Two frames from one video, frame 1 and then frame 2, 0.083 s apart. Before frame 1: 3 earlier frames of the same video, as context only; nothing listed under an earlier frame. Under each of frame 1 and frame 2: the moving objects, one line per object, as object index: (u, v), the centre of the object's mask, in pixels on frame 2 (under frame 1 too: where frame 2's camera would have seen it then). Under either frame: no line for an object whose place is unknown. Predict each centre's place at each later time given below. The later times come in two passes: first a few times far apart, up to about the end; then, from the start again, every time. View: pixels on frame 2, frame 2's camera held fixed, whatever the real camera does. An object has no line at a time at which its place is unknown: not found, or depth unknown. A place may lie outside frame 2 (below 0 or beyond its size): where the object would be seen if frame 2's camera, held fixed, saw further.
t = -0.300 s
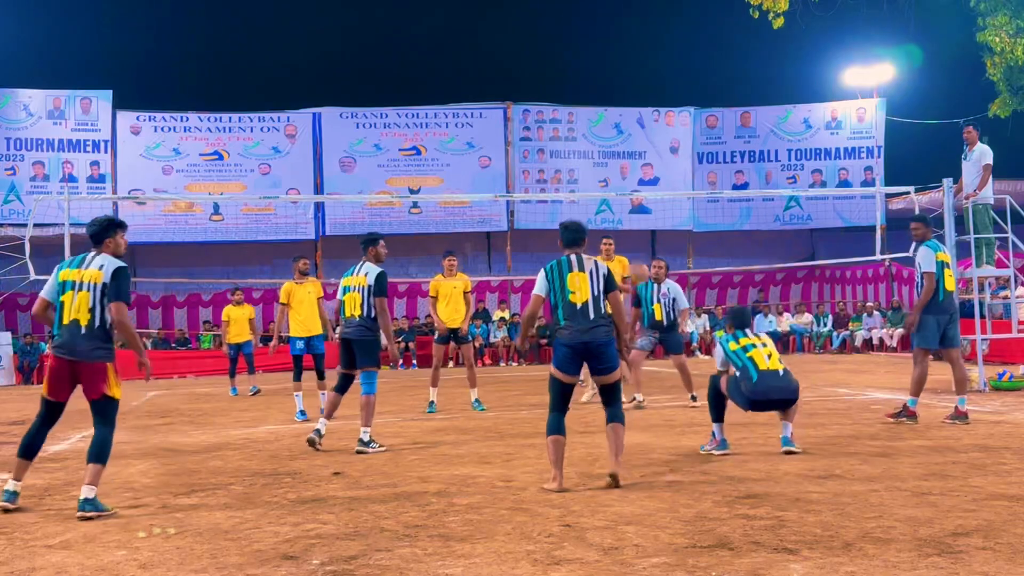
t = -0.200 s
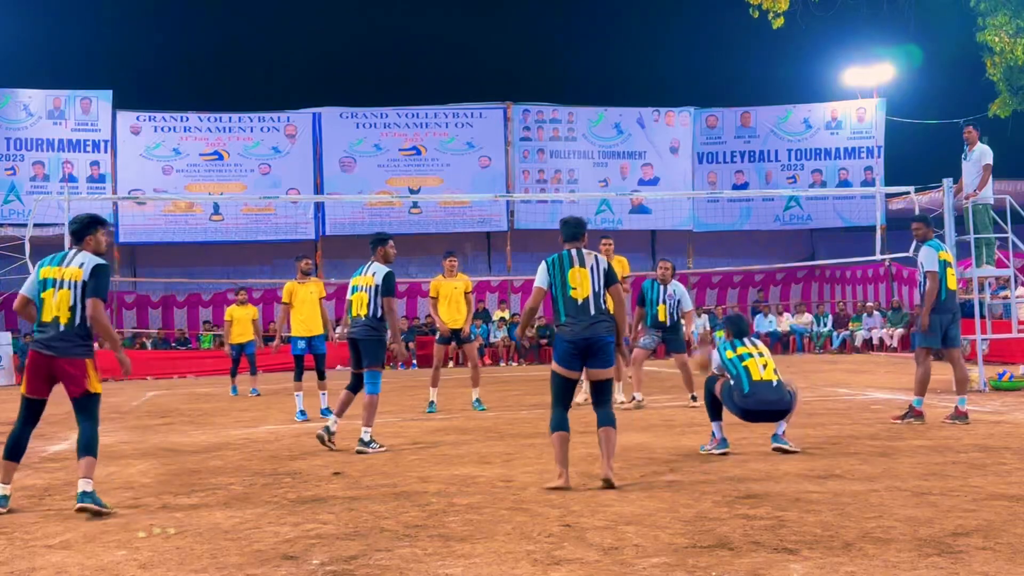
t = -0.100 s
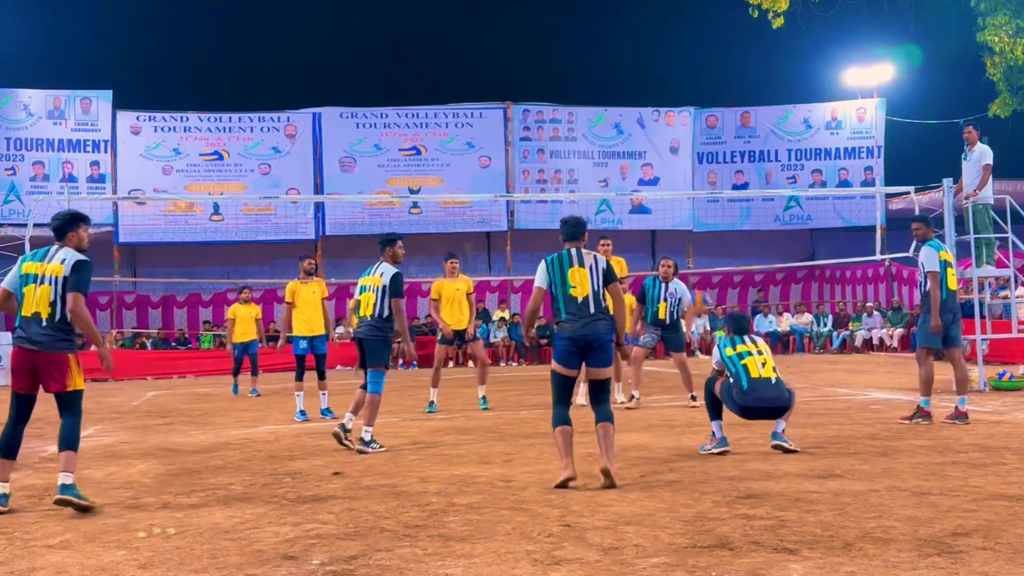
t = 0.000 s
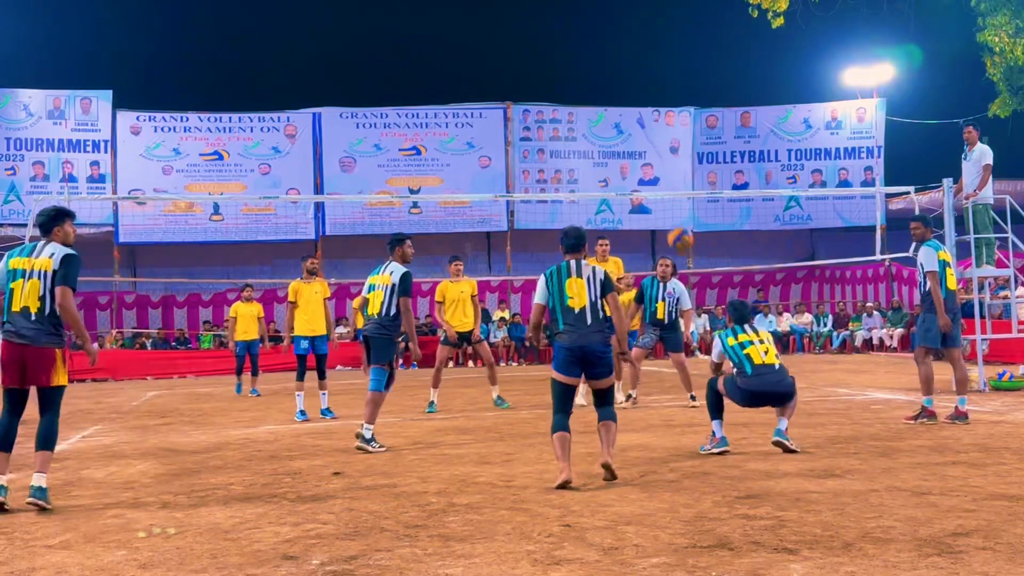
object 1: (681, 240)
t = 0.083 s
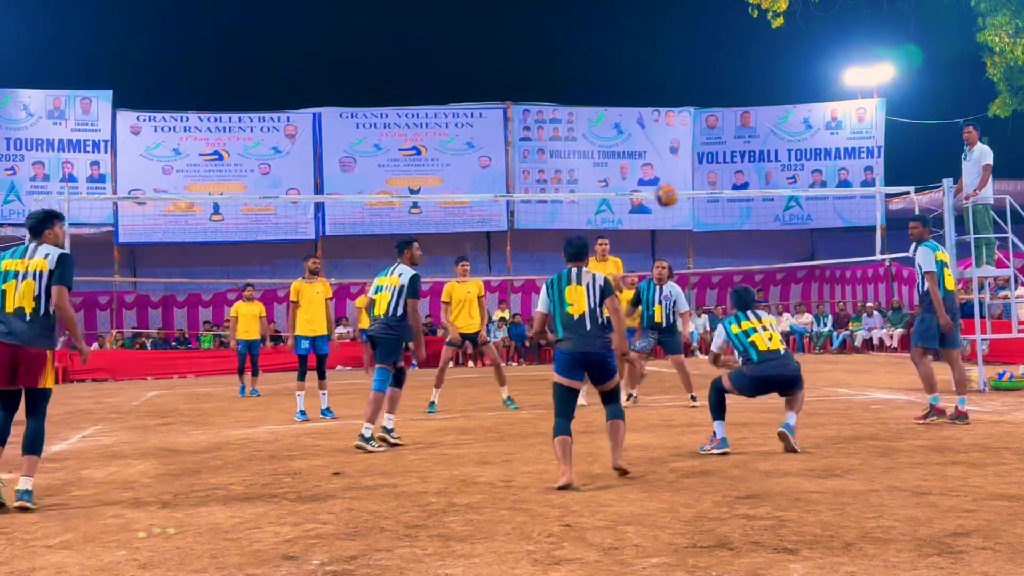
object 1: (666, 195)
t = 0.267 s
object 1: (640, 134)
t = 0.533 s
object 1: (611, 113)
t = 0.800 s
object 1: (588, 159)
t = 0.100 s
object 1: (664, 189)
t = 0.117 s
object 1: (661, 181)
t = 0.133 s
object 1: (659, 174)
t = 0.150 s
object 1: (656, 167)
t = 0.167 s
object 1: (653, 161)
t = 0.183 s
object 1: (651, 156)
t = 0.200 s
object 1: (649, 151)
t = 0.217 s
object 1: (647, 146)
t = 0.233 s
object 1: (645, 142)
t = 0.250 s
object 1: (642, 138)
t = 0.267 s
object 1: (640, 134)
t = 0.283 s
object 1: (638, 130)
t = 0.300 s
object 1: (637, 127)
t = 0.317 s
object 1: (634, 124)
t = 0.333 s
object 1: (632, 122)
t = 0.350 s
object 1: (630, 119)
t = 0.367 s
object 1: (628, 117)
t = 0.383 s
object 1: (626, 115)
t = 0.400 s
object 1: (624, 113)
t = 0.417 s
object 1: (623, 113)
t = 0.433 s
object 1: (621, 112)
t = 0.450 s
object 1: (619, 112)
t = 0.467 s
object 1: (617, 111)
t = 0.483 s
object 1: (615, 112)
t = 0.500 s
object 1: (614, 112)
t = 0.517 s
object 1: (612, 112)
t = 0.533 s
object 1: (611, 113)
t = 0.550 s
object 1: (609, 114)
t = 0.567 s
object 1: (607, 115)
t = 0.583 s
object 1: (606, 116)
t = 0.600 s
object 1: (604, 119)
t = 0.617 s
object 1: (604, 120)
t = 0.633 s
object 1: (602, 122)
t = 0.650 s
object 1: (599, 126)
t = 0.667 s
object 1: (598, 130)
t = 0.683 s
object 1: (597, 133)
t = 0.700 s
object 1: (595, 136)
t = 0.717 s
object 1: (594, 139)
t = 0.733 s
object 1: (592, 143)
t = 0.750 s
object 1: (591, 146)
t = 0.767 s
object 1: (589, 150)
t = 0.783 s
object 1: (588, 154)
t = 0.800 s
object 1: (588, 159)
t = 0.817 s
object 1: (587, 163)
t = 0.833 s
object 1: (586, 169)
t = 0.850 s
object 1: (584, 174)
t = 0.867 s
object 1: (583, 179)
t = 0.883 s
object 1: (581, 185)
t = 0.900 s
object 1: (580, 192)
